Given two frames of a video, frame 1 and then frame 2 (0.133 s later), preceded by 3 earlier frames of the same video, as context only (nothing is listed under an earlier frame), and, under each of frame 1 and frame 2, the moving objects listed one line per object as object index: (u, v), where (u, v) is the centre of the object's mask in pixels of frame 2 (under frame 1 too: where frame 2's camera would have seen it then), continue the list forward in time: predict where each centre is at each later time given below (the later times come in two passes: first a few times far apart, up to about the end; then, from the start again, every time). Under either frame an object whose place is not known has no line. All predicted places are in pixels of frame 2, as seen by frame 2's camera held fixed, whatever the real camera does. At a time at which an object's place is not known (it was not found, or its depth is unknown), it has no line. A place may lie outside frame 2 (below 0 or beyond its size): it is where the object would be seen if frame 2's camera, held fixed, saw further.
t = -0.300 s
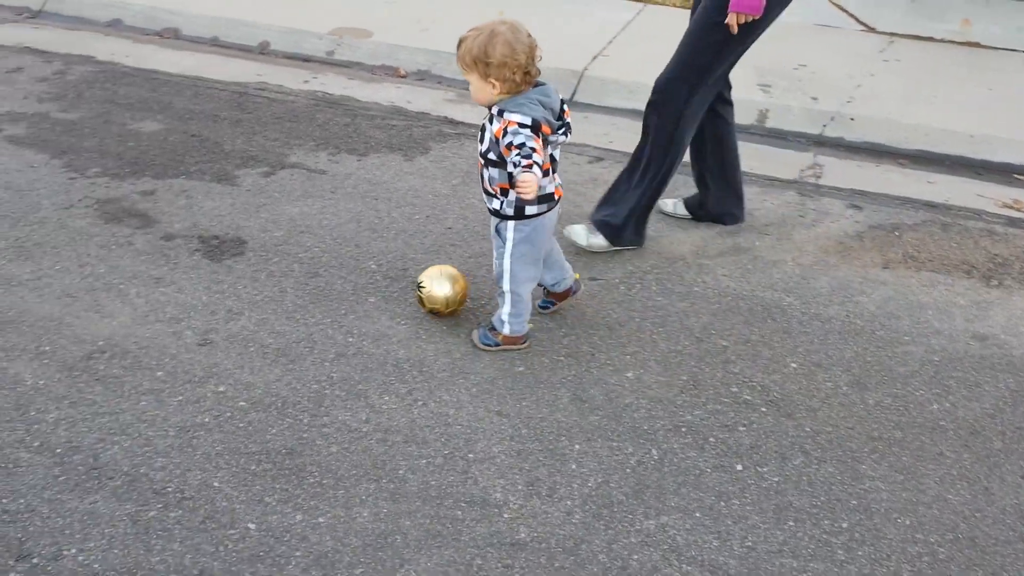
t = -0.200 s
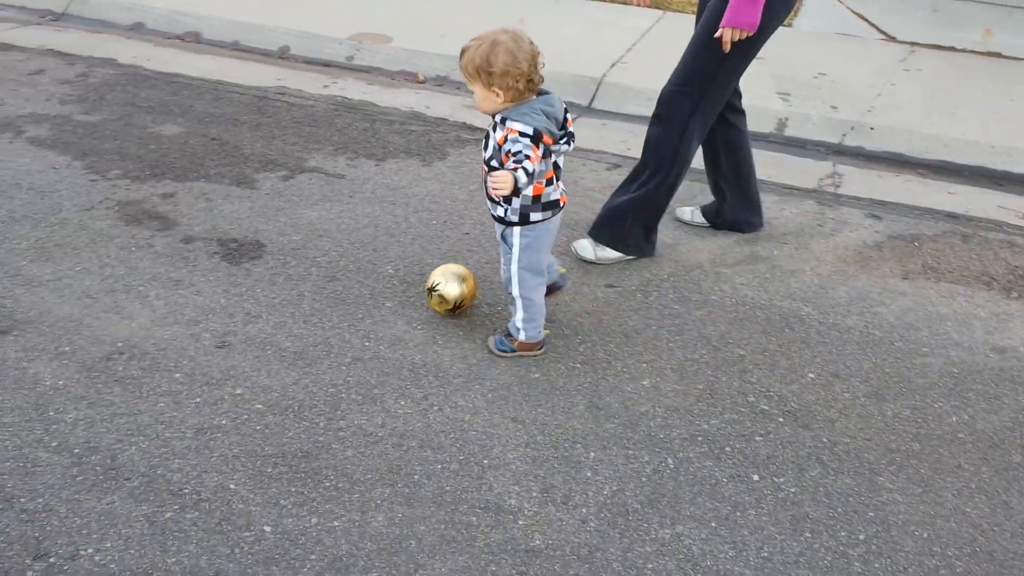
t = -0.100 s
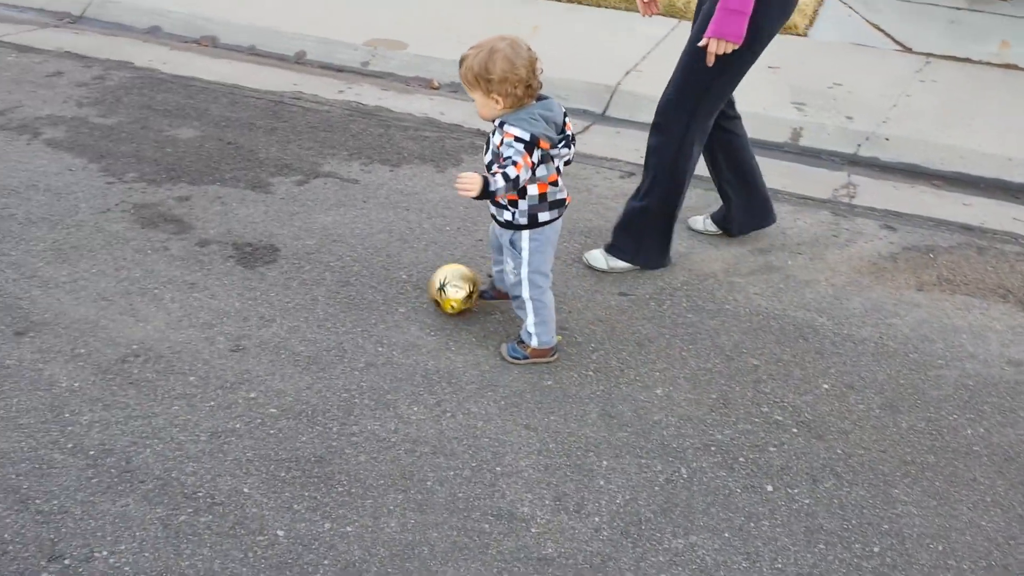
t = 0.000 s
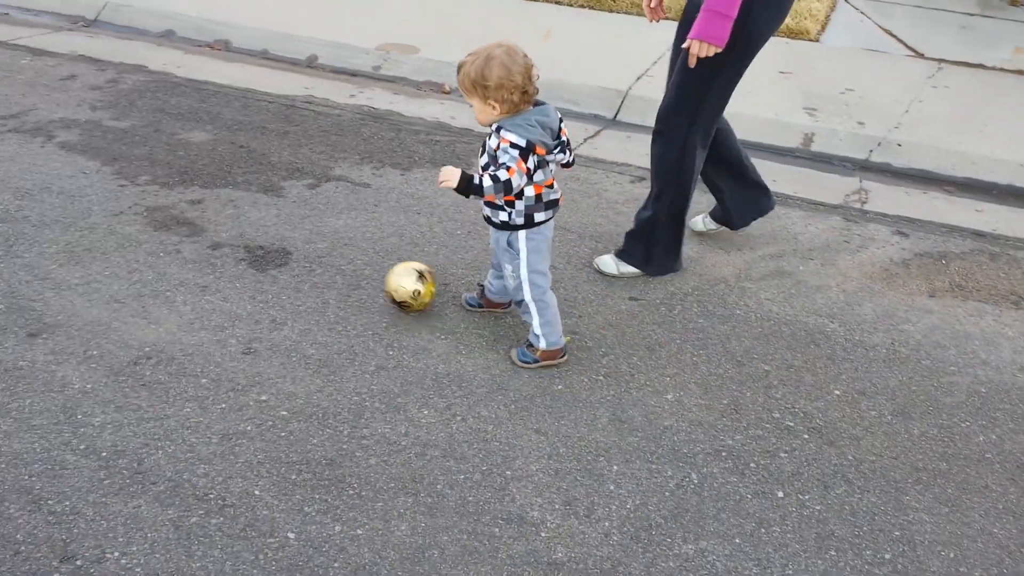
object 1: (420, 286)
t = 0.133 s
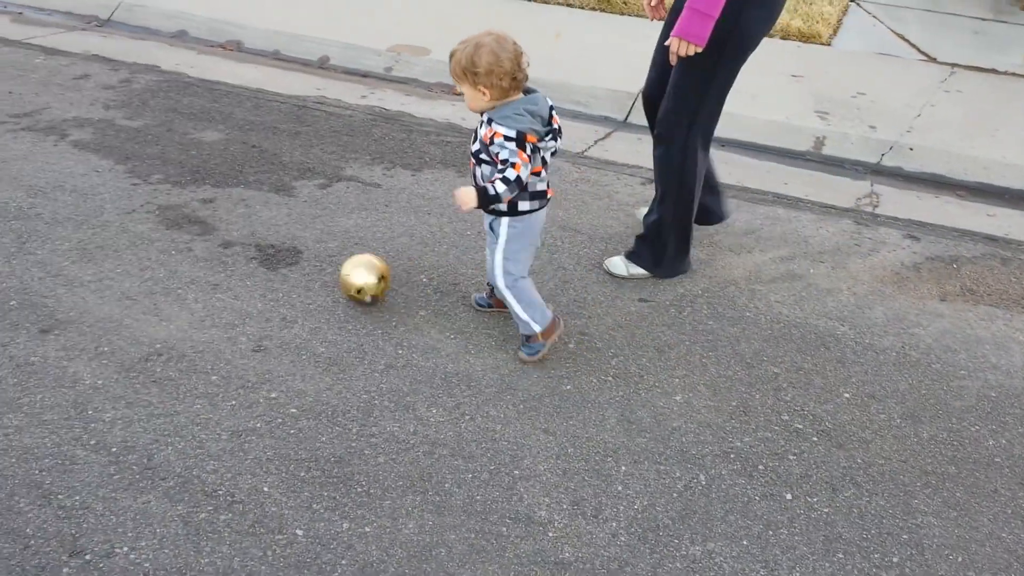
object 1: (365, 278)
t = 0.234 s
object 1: (335, 273)
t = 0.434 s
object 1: (284, 261)
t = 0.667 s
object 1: (228, 252)
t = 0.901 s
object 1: (182, 240)
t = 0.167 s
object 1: (355, 277)
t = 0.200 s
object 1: (344, 275)
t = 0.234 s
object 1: (335, 273)
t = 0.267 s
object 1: (327, 271)
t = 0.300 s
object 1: (318, 269)
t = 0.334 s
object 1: (310, 267)
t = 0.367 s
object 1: (301, 264)
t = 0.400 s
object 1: (293, 263)
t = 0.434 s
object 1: (284, 261)
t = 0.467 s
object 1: (276, 260)
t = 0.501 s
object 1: (266, 258)
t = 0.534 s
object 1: (259, 257)
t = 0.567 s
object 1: (251, 255)
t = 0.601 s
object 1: (243, 254)
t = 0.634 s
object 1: (236, 253)
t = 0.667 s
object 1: (228, 252)
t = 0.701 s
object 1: (221, 250)
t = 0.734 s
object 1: (214, 249)
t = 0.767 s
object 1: (207, 247)
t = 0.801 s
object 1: (201, 245)
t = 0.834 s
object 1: (194, 243)
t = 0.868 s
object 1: (188, 242)
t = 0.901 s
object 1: (182, 240)
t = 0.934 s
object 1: (176, 239)
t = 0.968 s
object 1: (170, 237)
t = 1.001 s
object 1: (163, 236)
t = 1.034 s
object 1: (158, 234)
